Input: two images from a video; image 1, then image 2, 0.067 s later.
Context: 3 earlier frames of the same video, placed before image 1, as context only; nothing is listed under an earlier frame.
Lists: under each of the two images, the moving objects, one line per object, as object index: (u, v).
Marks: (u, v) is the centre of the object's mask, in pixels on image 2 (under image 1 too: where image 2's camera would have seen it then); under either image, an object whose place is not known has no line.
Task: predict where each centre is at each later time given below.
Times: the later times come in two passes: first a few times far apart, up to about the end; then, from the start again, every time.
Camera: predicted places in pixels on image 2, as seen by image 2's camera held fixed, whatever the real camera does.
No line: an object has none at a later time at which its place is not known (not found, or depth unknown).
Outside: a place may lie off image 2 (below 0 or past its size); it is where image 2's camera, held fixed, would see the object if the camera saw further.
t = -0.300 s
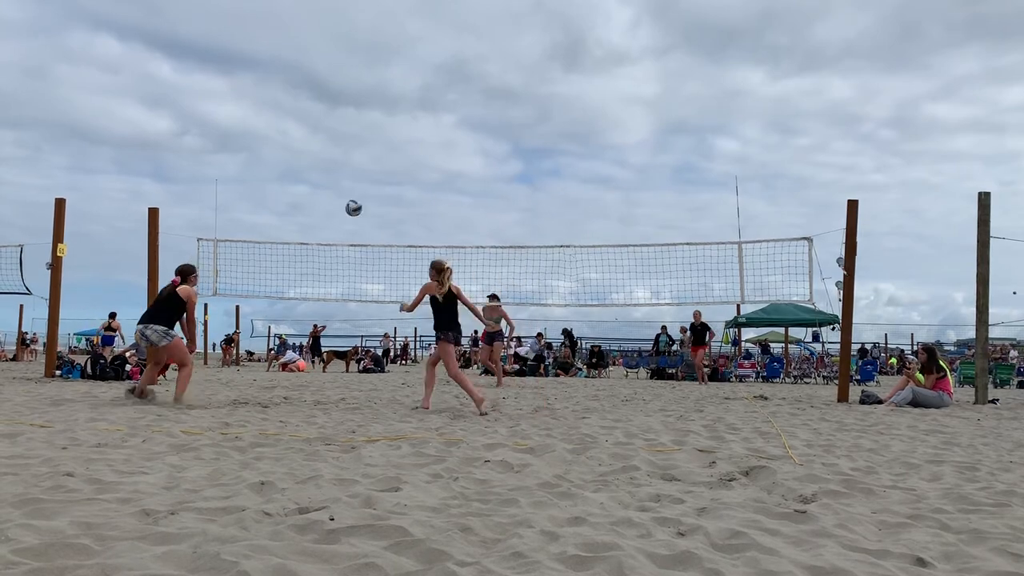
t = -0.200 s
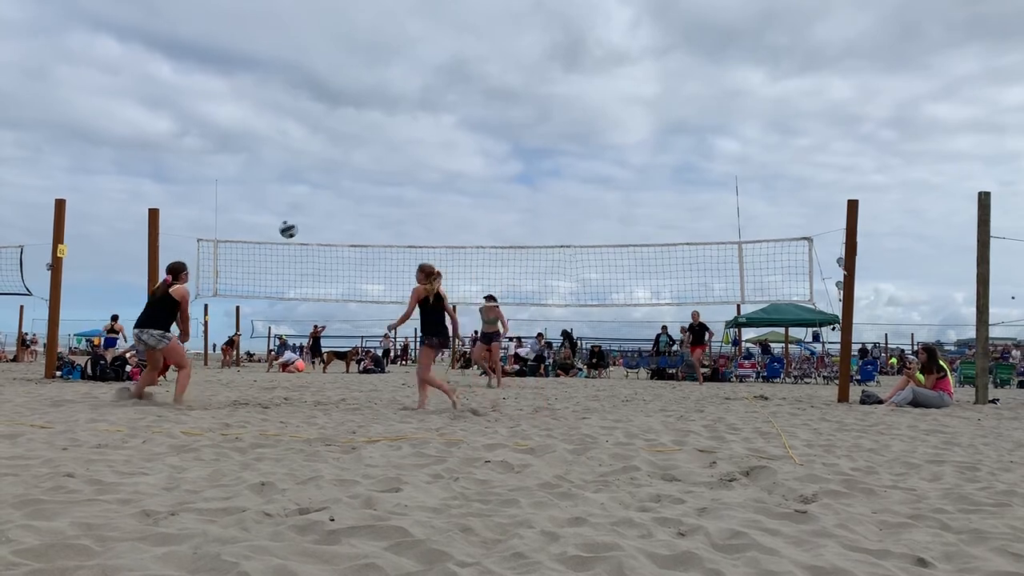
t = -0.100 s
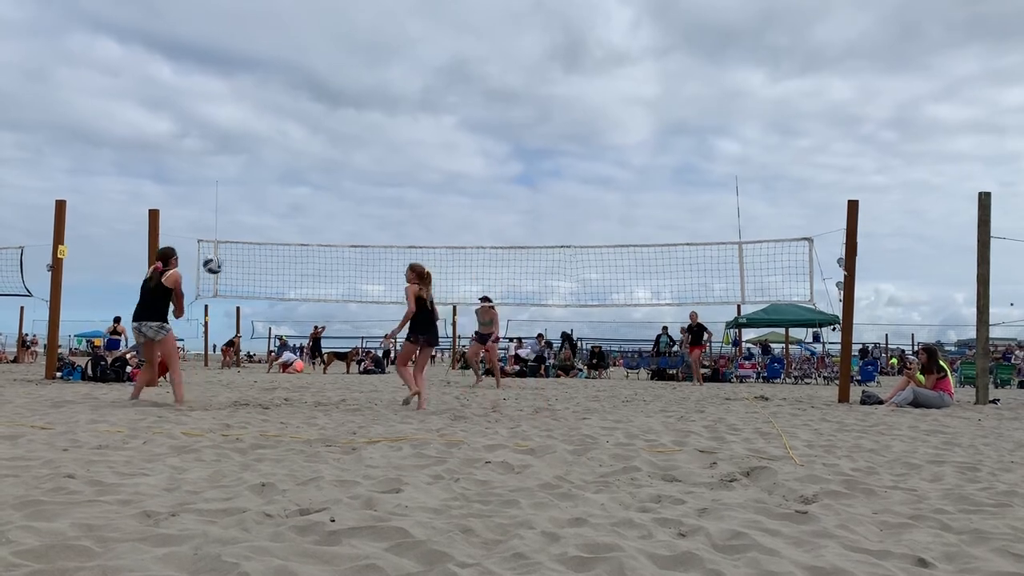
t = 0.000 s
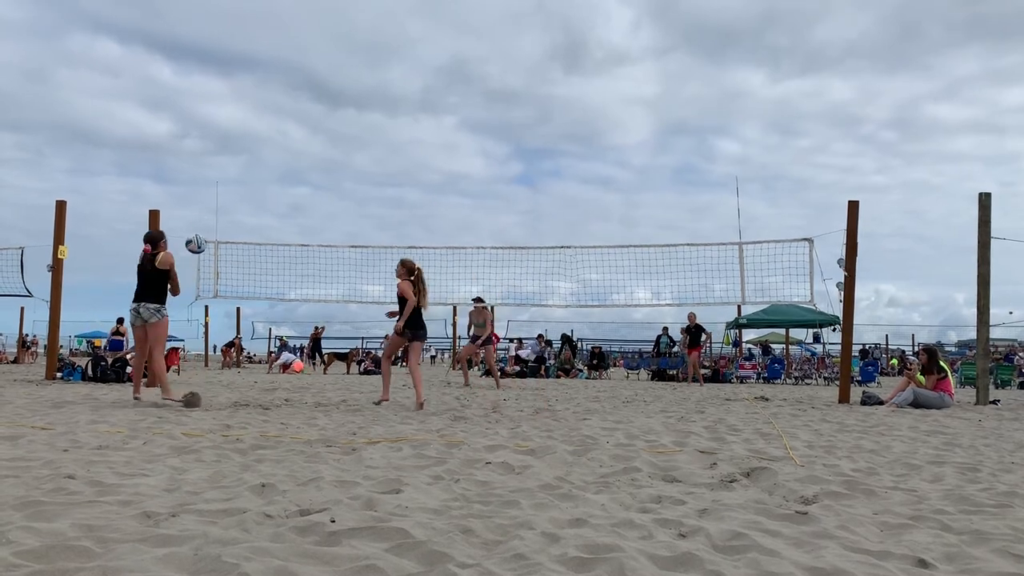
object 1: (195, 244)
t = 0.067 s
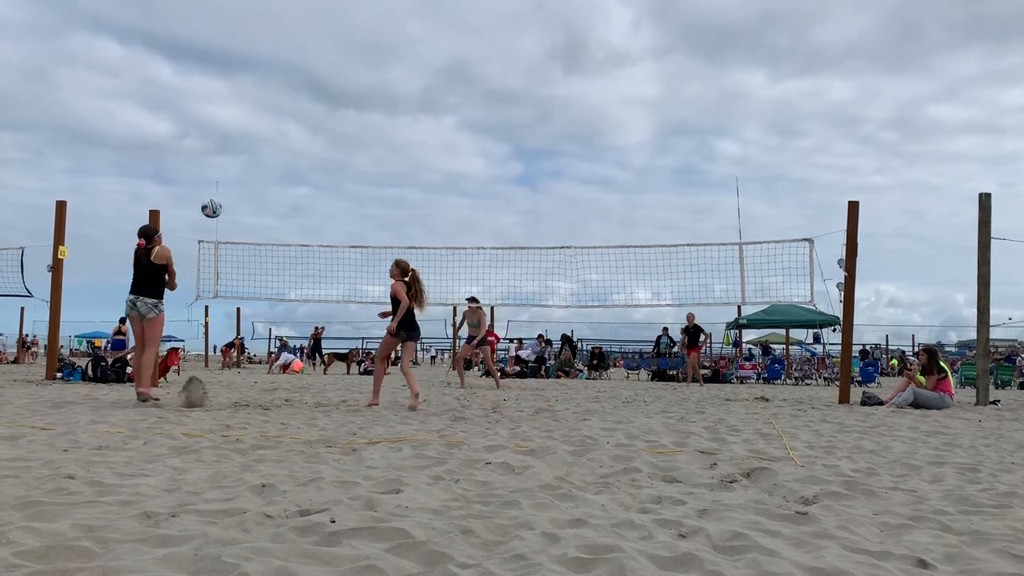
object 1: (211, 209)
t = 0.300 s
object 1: (260, 126)
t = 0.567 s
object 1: (306, 97)
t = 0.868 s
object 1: (346, 128)
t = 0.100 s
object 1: (219, 193)
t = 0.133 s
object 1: (226, 179)
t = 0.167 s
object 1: (233, 166)
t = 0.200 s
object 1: (240, 154)
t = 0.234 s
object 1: (247, 144)
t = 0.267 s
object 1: (254, 134)
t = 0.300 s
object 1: (260, 126)
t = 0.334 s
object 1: (267, 119)
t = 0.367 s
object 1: (273, 113)
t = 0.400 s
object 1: (279, 108)
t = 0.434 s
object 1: (284, 104)
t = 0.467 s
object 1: (290, 101)
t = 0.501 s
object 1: (295, 99)
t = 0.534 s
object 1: (300, 98)
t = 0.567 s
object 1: (306, 97)
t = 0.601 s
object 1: (311, 98)
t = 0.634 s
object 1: (315, 99)
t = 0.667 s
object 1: (320, 101)
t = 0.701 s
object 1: (324, 104)
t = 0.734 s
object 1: (329, 107)
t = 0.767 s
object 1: (333, 111)
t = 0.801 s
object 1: (338, 116)
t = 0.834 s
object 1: (342, 122)
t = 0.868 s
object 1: (346, 128)
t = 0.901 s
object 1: (350, 135)
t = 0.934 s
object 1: (354, 143)
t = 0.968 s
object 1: (358, 151)
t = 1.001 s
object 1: (362, 160)
